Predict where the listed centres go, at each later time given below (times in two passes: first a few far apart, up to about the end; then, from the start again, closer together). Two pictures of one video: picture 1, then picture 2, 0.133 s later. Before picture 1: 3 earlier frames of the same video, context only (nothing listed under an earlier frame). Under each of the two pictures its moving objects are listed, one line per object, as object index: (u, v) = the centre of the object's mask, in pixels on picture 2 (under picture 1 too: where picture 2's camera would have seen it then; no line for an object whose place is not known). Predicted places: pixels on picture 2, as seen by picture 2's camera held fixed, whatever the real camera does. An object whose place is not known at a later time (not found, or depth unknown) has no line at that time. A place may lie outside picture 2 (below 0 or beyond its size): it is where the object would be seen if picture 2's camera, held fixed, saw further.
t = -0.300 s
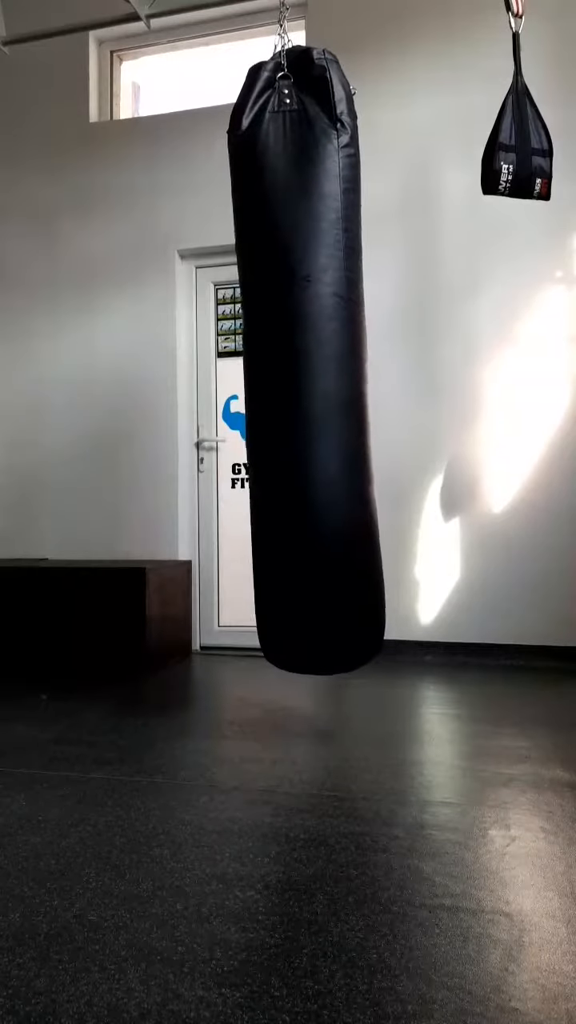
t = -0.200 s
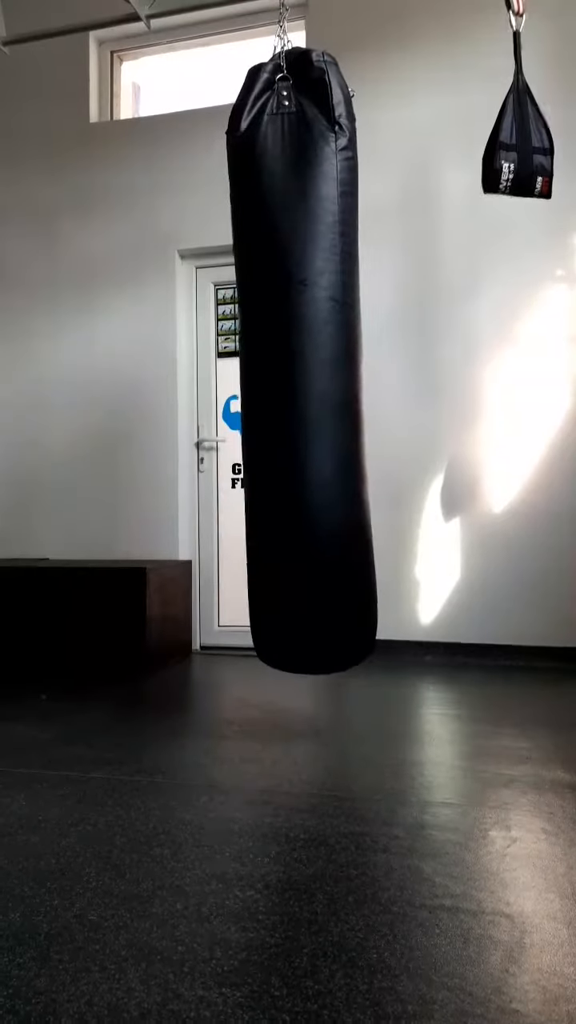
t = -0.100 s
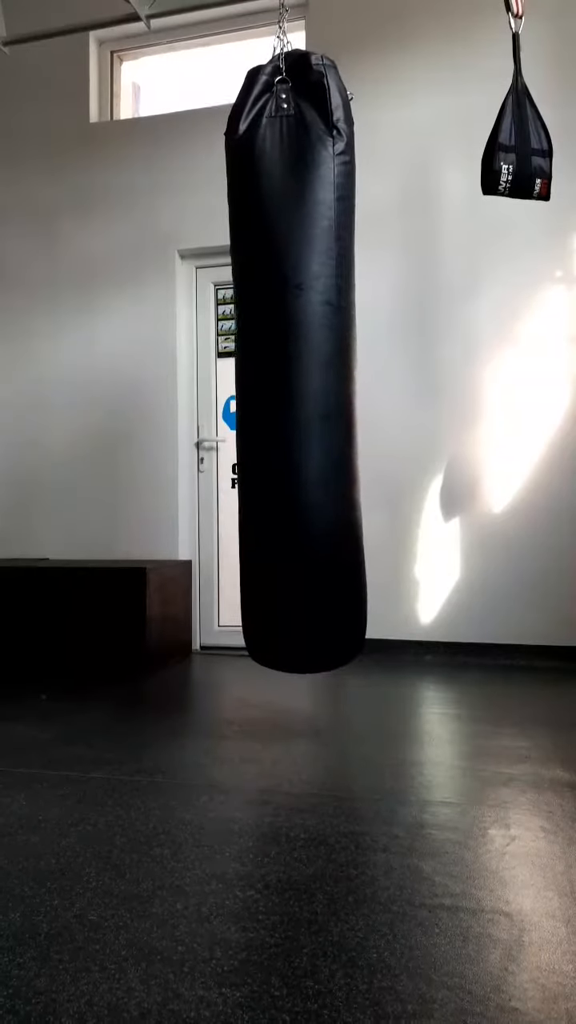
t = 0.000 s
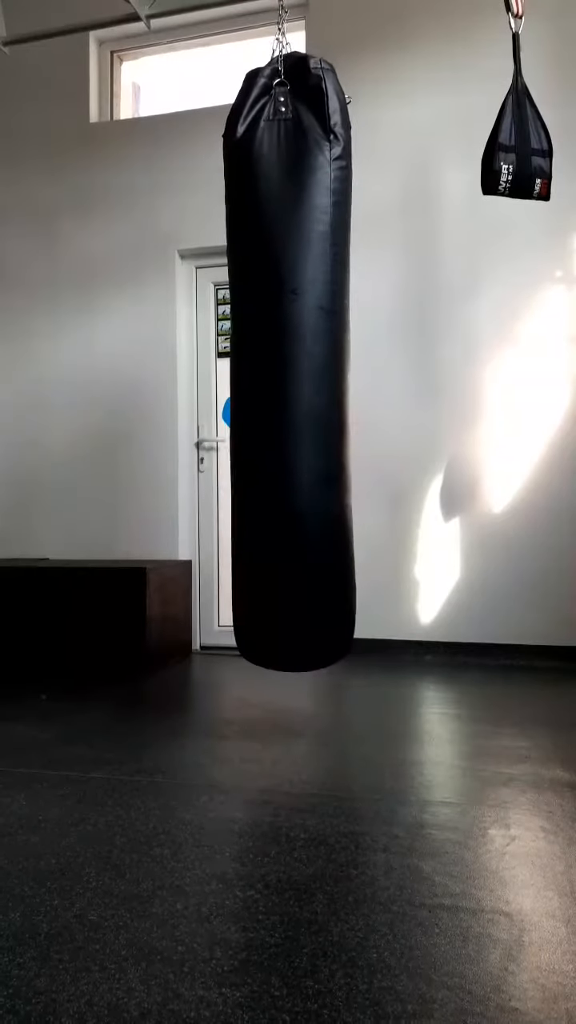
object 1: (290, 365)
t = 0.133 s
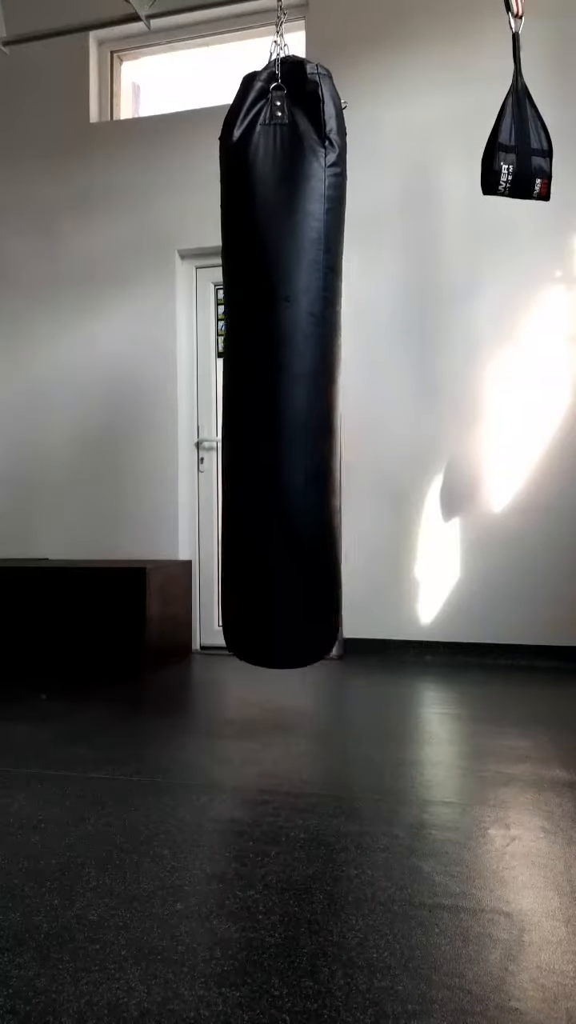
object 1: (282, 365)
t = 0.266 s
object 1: (273, 363)
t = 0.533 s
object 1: (264, 360)
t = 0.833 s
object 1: (262, 358)
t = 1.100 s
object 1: (270, 359)
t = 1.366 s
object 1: (283, 363)
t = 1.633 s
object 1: (299, 364)
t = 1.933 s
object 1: (309, 365)
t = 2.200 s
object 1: (307, 366)
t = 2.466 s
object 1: (293, 366)
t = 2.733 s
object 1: (277, 364)
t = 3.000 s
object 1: (265, 360)
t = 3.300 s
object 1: (261, 358)
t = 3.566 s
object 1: (267, 359)
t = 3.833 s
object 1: (280, 362)
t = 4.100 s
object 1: (295, 363)
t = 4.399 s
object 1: (308, 365)
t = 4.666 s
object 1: (308, 365)
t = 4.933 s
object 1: (297, 366)
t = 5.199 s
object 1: (280, 364)
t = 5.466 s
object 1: (266, 361)
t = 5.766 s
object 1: (261, 359)
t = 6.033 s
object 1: (265, 358)
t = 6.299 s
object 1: (276, 359)
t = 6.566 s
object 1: (292, 363)
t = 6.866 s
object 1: (306, 365)
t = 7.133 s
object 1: (309, 365)
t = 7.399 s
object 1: (300, 366)
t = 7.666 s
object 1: (284, 365)
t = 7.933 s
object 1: (269, 363)
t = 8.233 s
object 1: (261, 359)
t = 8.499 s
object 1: (263, 358)
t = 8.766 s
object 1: (274, 360)
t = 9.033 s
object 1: (288, 362)
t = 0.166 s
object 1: (280, 364)
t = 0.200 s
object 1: (278, 364)
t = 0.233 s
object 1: (275, 363)
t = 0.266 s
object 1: (273, 363)
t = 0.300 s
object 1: (271, 362)
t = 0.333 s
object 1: (270, 362)
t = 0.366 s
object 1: (269, 362)
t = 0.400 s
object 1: (268, 361)
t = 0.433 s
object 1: (266, 360)
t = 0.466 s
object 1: (265, 360)
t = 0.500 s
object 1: (264, 360)
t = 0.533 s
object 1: (264, 360)
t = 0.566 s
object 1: (263, 359)
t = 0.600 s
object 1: (262, 359)
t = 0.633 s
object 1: (262, 359)
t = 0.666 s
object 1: (262, 358)
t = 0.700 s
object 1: (261, 358)
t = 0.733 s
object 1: (261, 358)
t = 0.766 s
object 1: (261, 358)
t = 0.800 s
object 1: (261, 358)
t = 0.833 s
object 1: (262, 358)
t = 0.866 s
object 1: (262, 358)
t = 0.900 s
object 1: (263, 358)
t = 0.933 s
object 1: (264, 358)
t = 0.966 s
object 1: (265, 358)
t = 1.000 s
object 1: (266, 359)
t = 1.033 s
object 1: (267, 359)
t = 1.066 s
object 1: (268, 359)
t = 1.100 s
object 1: (270, 359)
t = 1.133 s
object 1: (271, 360)
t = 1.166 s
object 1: (273, 360)
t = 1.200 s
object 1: (274, 360)
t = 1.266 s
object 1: (277, 360)
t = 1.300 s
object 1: (280, 362)
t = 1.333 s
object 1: (282, 363)
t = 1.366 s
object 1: (283, 363)
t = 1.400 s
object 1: (285, 362)
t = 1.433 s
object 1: (287, 363)
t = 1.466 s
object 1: (289, 363)
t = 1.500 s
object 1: (291, 363)
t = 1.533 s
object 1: (293, 364)
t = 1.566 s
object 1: (295, 363)
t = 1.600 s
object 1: (297, 363)
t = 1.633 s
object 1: (299, 364)
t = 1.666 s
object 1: (300, 364)
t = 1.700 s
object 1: (302, 364)
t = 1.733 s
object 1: (303, 365)
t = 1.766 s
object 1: (305, 365)
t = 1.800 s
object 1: (306, 365)
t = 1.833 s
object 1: (307, 365)
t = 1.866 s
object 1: (308, 365)
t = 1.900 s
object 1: (309, 365)
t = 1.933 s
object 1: (309, 365)
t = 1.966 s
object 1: (309, 365)
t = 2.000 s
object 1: (310, 365)
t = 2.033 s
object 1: (310, 365)
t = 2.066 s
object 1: (310, 365)
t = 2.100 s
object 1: (309, 365)
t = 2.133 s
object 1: (308, 365)
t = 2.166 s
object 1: (308, 366)
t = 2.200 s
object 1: (307, 366)
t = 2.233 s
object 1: (305, 366)
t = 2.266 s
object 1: (304, 365)
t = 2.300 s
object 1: (302, 366)
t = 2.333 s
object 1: (301, 366)
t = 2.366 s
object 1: (299, 366)
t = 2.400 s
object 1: (297, 366)
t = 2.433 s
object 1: (295, 366)
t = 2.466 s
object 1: (293, 366)
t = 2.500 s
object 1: (291, 365)
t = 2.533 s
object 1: (289, 365)
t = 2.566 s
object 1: (287, 365)
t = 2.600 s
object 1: (285, 365)
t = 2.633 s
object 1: (283, 365)
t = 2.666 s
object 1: (281, 365)
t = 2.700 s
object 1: (279, 364)
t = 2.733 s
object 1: (277, 364)
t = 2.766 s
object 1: (275, 363)
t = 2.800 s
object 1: (273, 363)
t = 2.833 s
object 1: (271, 362)
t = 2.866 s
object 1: (269, 362)
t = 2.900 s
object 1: (269, 363)
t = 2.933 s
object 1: (267, 361)
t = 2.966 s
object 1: (266, 361)
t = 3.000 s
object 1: (265, 360)
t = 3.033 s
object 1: (264, 360)
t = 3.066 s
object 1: (263, 360)
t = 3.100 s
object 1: (263, 359)
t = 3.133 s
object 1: (262, 359)
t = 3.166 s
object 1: (262, 359)
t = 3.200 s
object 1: (261, 358)
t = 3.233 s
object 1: (261, 358)
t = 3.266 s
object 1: (261, 358)
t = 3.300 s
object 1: (261, 358)
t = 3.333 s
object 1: (262, 358)
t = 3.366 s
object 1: (262, 357)
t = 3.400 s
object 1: (263, 358)
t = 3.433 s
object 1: (263, 358)
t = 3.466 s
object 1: (264, 358)
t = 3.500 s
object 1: (265, 358)
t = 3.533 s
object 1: (266, 358)
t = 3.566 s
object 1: (267, 359)
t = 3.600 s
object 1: (269, 359)
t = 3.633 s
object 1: (270, 359)
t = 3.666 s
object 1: (271, 359)
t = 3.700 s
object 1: (273, 360)
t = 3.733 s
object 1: (275, 360)
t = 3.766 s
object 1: (276, 361)
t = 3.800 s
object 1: (278, 361)
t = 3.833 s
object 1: (280, 362)
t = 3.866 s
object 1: (282, 363)
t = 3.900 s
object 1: (284, 362)
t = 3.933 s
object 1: (285, 362)
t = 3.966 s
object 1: (288, 363)
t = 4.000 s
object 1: (290, 363)
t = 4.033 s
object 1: (291, 363)
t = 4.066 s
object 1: (293, 363)
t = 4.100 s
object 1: (295, 363)
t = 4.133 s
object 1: (297, 363)
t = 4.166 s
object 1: (299, 363)
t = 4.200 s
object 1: (301, 363)
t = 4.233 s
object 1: (302, 364)
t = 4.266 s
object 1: (304, 364)
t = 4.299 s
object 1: (305, 364)
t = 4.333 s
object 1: (306, 365)
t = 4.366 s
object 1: (307, 365)
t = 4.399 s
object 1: (308, 365)
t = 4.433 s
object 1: (309, 365)
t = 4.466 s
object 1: (309, 365)
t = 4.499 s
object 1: (310, 365)
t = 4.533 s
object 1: (310, 365)
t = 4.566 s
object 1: (310, 365)
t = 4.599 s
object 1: (309, 365)
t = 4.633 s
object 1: (309, 365)
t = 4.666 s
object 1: (308, 365)
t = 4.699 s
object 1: (307, 365)
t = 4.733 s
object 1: (306, 365)
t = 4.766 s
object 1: (305, 365)
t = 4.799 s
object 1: (304, 365)
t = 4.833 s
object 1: (302, 366)
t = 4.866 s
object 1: (300, 366)
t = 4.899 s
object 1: (299, 366)
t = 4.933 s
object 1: (297, 366)
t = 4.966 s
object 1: (295, 365)
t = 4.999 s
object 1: (293, 365)
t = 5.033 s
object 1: (291, 365)
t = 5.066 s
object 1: (289, 365)
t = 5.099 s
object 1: (287, 365)
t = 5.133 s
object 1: (285, 365)
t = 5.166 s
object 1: (283, 364)
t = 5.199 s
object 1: (280, 364)
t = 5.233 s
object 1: (279, 364)
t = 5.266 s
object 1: (276, 363)
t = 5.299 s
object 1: (274, 363)
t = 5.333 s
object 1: (272, 362)
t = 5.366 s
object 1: (271, 363)
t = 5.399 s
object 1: (269, 363)
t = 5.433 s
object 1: (268, 362)
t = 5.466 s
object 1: (266, 361)
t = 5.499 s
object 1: (266, 361)
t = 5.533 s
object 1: (265, 361)
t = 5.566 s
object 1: (264, 360)
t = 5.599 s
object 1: (263, 360)
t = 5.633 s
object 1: (262, 360)
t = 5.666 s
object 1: (262, 359)
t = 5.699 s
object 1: (262, 359)
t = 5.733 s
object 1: (261, 359)
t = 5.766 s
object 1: (261, 359)
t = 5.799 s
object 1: (261, 359)
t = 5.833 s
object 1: (261, 358)
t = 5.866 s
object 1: (262, 359)
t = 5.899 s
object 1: (262, 358)
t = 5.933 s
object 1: (263, 358)
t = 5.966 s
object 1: (264, 358)
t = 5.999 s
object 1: (265, 358)
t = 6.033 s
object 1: (265, 358)
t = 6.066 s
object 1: (266, 358)
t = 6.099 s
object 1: (268, 359)
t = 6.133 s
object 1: (269, 359)
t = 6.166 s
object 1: (270, 359)
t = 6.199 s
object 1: (272, 359)
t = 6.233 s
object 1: (274, 360)
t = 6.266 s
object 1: (275, 360)
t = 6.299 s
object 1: (276, 359)
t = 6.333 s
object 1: (278, 360)
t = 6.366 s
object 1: (281, 361)
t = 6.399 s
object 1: (283, 362)
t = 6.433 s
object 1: (284, 362)
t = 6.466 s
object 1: (286, 362)
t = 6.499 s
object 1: (288, 363)
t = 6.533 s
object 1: (290, 363)
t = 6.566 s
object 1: (292, 363)
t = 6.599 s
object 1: (294, 363)
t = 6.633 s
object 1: (296, 363)
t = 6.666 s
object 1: (298, 363)
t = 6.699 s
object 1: (300, 363)
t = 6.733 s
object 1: (301, 364)
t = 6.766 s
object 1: (303, 364)
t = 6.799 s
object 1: (304, 364)
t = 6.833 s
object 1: (305, 364)
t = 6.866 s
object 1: (306, 365)
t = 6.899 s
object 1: (308, 365)
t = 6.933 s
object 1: (308, 365)
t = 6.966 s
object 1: (309, 365)
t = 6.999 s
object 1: (309, 365)
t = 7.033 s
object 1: (310, 365)
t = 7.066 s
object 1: (310, 365)
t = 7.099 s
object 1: (310, 365)
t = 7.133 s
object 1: (309, 365)
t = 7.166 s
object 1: (309, 365)
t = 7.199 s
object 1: (308, 366)
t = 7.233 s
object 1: (307, 366)
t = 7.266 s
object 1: (306, 366)
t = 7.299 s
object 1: (305, 365)
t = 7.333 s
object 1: (303, 366)
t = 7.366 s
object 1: (302, 367)
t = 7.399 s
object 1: (300, 366)
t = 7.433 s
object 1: (298, 366)
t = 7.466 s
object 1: (296, 367)
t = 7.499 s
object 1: (295, 366)
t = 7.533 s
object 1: (293, 366)
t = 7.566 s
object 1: (291, 365)
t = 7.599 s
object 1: (289, 365)
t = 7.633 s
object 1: (287, 365)
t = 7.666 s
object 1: (284, 365)
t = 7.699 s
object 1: (282, 365)
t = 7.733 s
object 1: (281, 366)
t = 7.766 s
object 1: (277, 364)
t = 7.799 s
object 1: (275, 363)
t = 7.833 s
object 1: (273, 363)
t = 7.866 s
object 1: (271, 363)
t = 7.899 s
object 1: (270, 363)
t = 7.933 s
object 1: (269, 363)
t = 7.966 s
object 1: (268, 362)
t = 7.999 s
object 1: (266, 361)
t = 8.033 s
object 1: (266, 361)
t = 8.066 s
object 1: (264, 361)
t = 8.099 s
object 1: (264, 361)
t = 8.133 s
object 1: (263, 360)
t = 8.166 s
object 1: (262, 360)
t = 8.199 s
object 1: (262, 359)
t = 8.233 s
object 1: (261, 359)
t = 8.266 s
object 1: (261, 359)
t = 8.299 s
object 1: (261, 359)
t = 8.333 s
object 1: (261, 358)
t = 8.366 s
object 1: (262, 358)
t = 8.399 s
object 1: (262, 358)
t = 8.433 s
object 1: (262, 358)
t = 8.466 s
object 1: (263, 358)
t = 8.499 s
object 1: (263, 358)
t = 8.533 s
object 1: (264, 358)
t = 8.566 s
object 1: (266, 358)
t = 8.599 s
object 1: (267, 358)
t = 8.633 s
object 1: (268, 358)
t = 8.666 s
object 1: (269, 359)
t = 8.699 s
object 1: (271, 359)
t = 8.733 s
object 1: (272, 359)
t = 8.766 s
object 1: (274, 360)
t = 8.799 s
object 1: (276, 360)
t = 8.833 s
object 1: (277, 359)
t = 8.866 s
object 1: (279, 361)
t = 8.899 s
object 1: (281, 361)
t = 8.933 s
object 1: (283, 362)
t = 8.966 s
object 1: (285, 362)
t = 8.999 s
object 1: (287, 362)
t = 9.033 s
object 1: (288, 362)
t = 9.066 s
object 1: (291, 363)
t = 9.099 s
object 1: (293, 363)
